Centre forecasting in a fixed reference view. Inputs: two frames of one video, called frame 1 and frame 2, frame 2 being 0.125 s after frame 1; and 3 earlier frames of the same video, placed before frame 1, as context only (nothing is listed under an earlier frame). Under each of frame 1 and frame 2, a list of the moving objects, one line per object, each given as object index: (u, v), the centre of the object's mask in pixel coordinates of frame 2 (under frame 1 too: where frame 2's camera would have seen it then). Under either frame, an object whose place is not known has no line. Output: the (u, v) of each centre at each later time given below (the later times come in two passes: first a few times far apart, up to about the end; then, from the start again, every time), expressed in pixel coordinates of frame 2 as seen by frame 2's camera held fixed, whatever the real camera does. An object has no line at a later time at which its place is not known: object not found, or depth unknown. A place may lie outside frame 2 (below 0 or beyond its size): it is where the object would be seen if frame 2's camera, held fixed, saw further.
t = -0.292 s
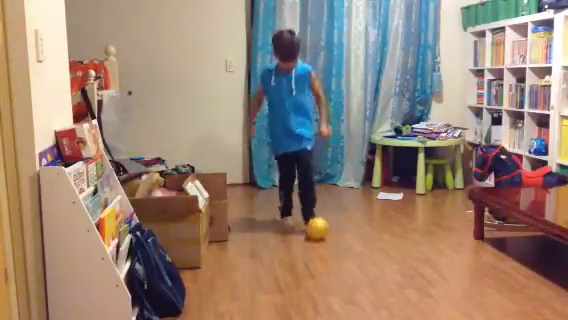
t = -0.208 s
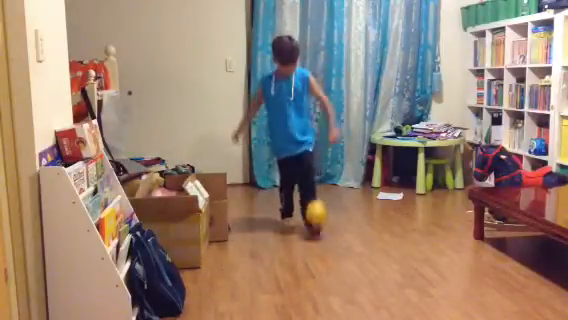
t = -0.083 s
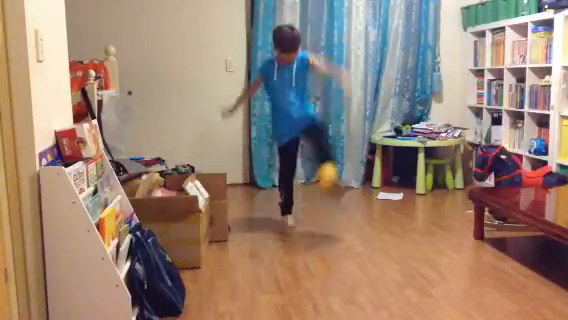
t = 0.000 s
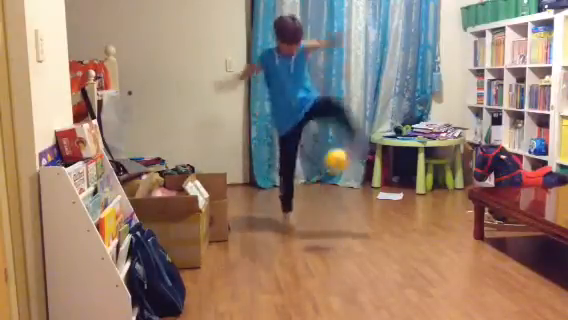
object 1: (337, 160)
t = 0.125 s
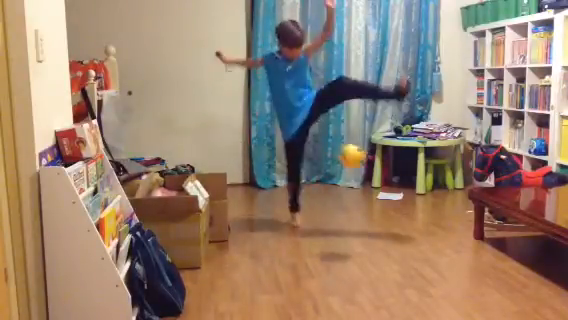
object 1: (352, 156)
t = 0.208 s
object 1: (362, 165)
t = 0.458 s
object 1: (395, 244)
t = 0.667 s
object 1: (405, 241)
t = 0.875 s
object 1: (415, 256)
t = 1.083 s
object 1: (422, 257)
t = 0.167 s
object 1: (356, 159)
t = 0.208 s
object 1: (362, 165)
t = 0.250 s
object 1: (369, 177)
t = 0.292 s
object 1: (373, 187)
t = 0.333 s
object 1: (380, 204)
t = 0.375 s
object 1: (386, 220)
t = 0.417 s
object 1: (393, 243)
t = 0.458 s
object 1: (395, 244)
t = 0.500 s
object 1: (397, 239)
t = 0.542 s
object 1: (400, 235)
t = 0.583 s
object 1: (402, 235)
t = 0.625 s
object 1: (403, 236)
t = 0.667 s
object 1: (405, 241)
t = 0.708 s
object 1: (408, 250)
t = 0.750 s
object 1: (410, 256)
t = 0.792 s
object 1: (411, 254)
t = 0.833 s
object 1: (413, 254)
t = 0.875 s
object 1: (415, 256)
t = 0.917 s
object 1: (417, 256)
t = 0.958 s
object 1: (418, 257)
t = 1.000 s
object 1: (419, 256)
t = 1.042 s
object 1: (421, 257)
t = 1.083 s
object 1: (422, 257)
